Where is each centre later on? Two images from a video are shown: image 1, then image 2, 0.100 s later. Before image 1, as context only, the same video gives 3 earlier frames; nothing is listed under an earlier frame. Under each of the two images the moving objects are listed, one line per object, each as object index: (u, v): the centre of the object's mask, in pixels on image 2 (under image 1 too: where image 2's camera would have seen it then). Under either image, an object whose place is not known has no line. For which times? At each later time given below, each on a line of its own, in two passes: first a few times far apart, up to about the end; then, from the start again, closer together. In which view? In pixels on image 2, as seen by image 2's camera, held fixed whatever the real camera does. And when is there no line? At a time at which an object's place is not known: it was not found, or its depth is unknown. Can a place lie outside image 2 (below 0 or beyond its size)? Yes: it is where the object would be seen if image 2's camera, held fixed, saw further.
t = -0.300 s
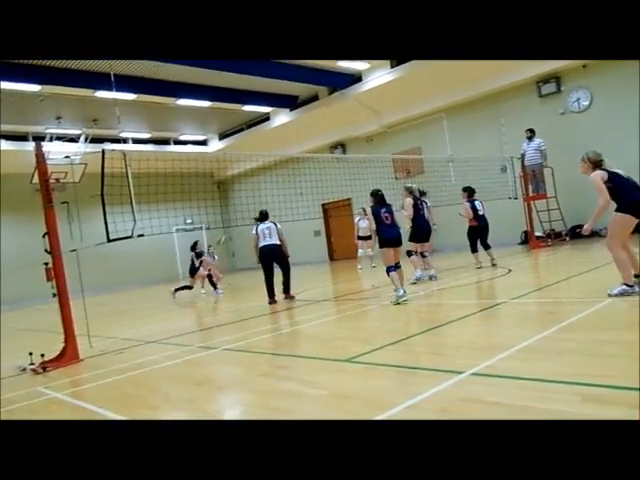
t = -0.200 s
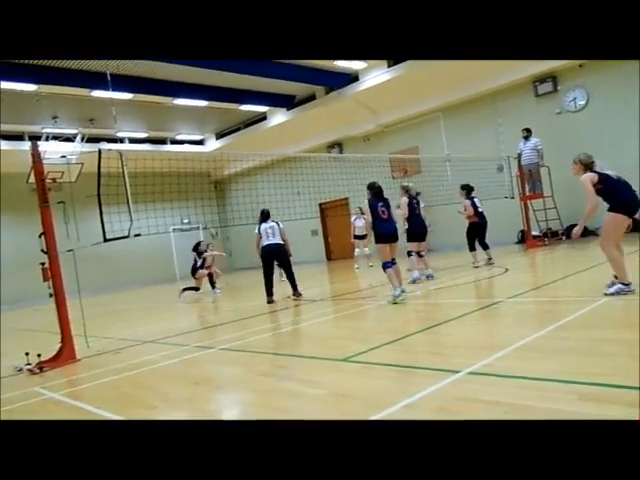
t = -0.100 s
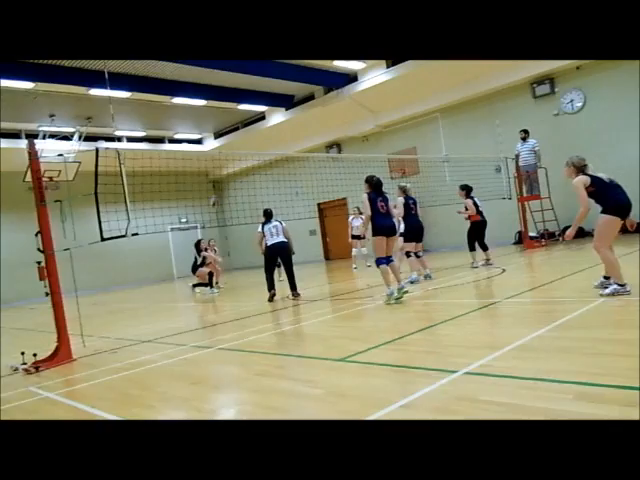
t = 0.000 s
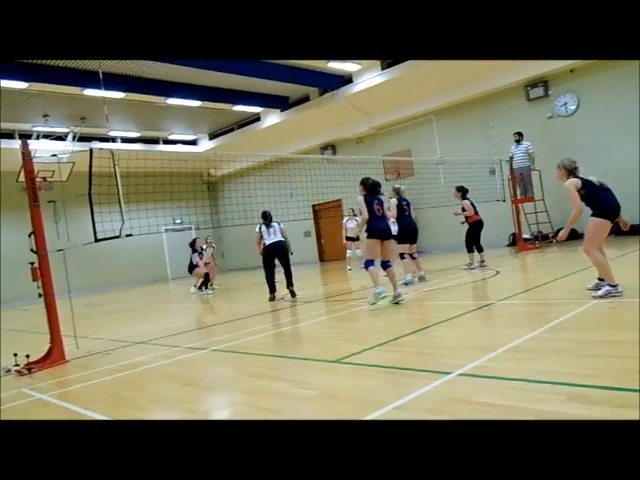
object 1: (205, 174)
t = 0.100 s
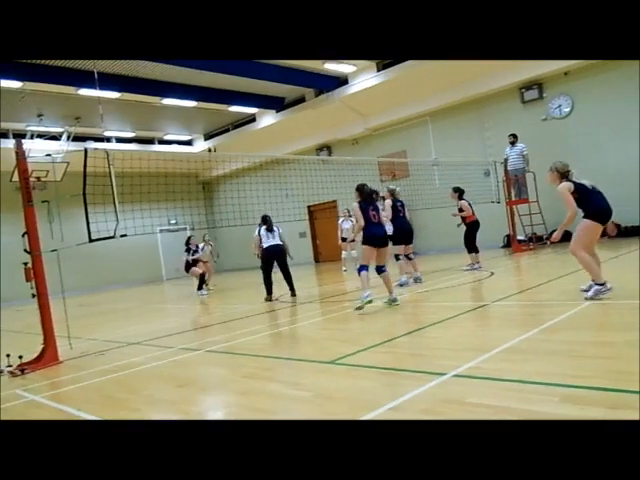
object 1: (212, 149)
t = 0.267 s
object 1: (218, 113)
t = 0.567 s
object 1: (241, 81)
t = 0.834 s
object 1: (271, 93)
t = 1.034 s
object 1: (301, 134)
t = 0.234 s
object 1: (216, 120)
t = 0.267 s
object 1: (218, 113)
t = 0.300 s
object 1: (222, 107)
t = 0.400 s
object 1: (226, 93)
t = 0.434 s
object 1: (228, 90)
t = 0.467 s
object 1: (231, 87)
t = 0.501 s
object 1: (234, 85)
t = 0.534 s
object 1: (237, 83)
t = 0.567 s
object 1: (241, 81)
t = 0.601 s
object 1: (243, 79)
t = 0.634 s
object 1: (247, 79)
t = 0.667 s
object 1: (250, 80)
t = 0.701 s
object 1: (254, 81)
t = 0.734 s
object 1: (258, 82)
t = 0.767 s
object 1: (261, 85)
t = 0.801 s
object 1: (267, 89)
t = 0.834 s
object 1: (271, 93)
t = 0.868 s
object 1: (277, 98)
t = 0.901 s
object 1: (280, 102)
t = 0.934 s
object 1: (285, 108)
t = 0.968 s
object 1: (290, 116)
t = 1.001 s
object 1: (294, 125)
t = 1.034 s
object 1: (301, 134)
